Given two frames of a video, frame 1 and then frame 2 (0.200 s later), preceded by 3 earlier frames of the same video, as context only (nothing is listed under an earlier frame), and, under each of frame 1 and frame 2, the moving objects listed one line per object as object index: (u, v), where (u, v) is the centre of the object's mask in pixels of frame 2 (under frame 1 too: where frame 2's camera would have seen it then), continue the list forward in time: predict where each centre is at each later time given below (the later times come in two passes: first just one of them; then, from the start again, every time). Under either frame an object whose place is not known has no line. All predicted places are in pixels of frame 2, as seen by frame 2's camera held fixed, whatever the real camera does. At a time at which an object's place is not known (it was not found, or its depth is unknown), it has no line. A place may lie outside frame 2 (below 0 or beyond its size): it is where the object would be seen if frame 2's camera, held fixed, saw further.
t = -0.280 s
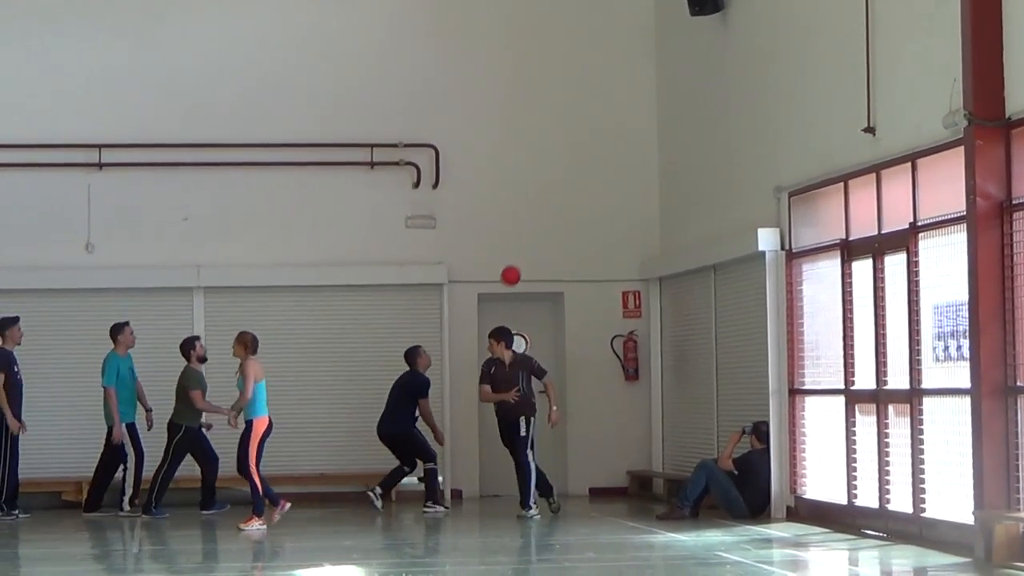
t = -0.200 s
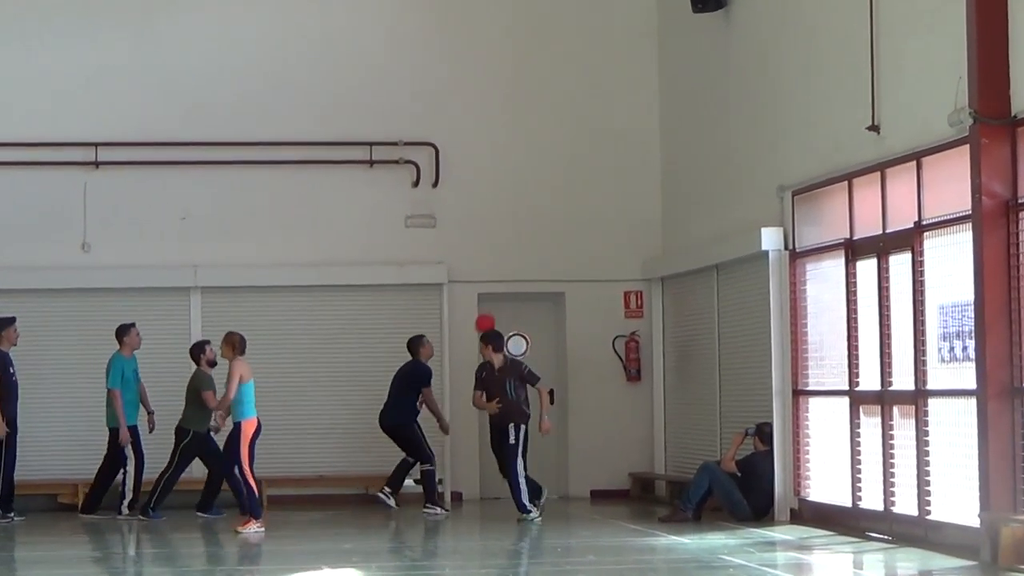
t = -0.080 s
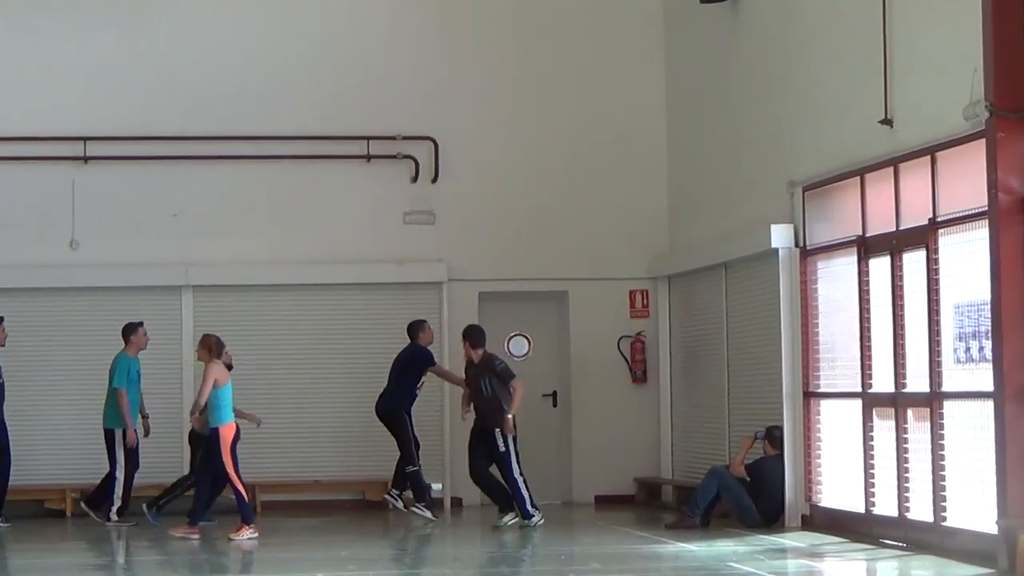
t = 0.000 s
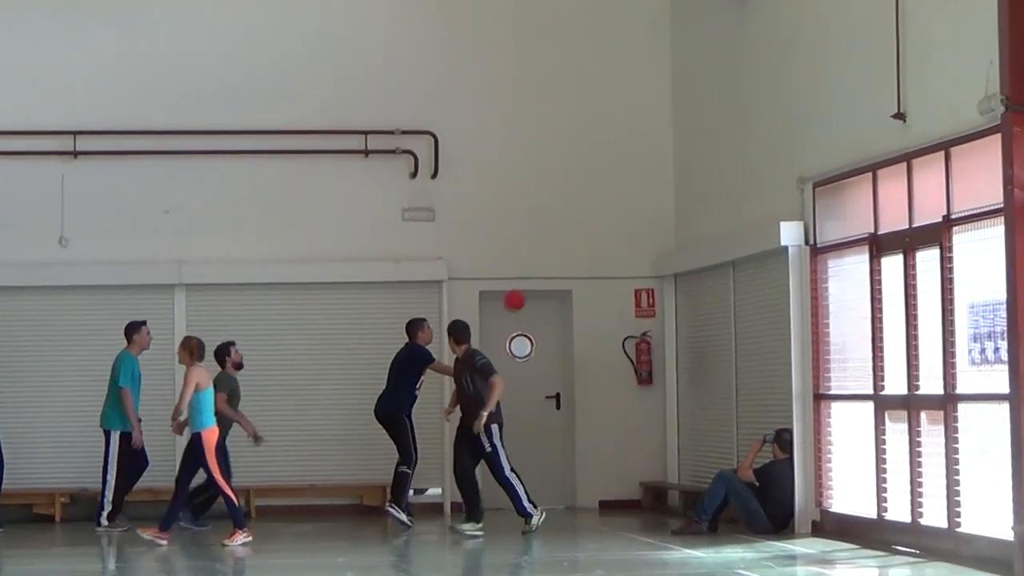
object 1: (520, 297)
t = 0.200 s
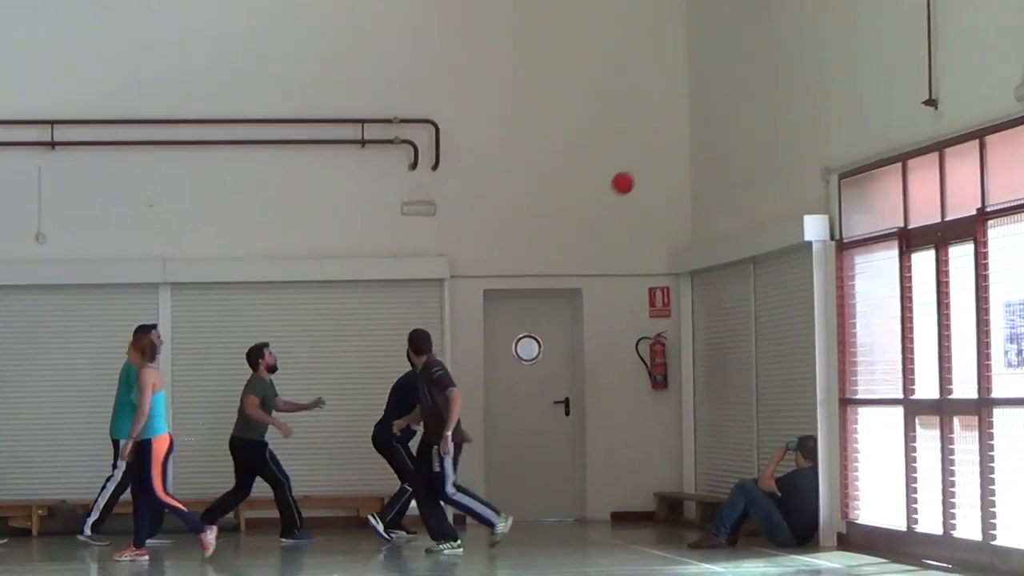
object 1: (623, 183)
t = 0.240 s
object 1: (643, 165)
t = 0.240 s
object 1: (643, 165)
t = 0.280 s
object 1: (663, 150)
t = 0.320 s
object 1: (683, 136)
